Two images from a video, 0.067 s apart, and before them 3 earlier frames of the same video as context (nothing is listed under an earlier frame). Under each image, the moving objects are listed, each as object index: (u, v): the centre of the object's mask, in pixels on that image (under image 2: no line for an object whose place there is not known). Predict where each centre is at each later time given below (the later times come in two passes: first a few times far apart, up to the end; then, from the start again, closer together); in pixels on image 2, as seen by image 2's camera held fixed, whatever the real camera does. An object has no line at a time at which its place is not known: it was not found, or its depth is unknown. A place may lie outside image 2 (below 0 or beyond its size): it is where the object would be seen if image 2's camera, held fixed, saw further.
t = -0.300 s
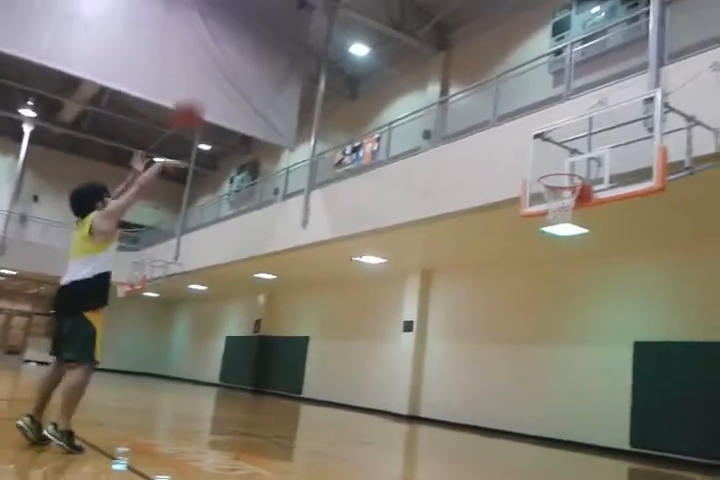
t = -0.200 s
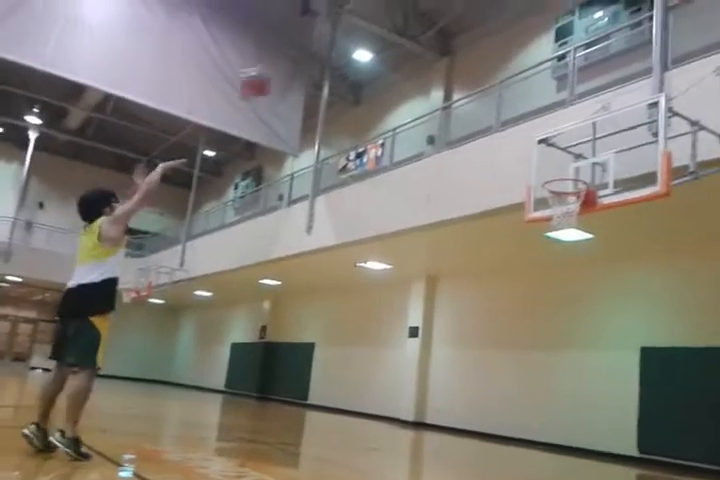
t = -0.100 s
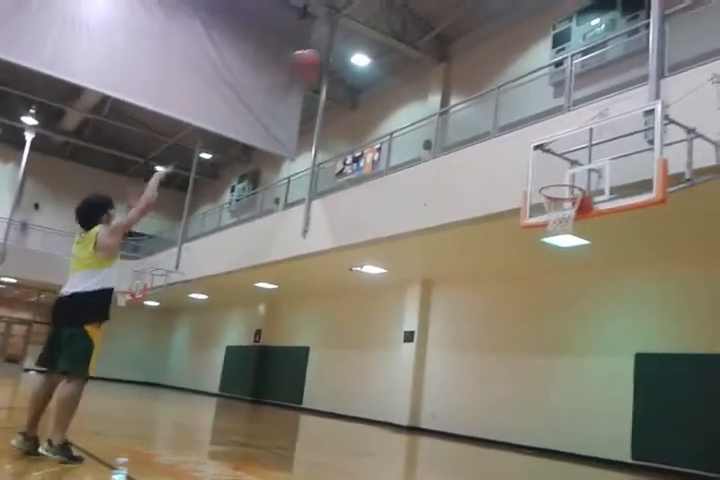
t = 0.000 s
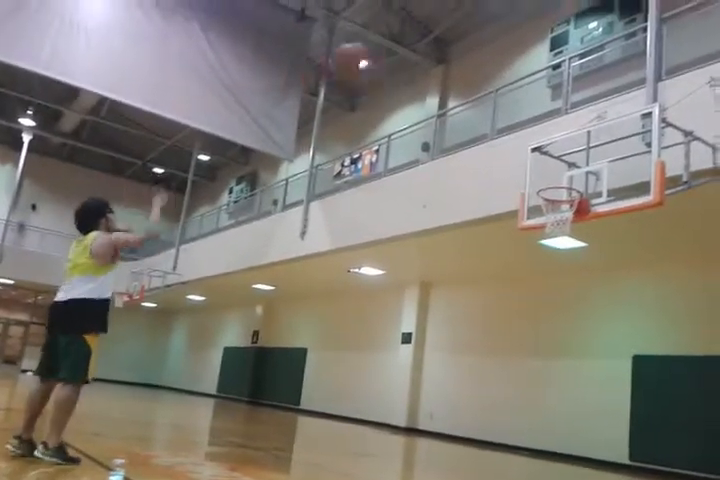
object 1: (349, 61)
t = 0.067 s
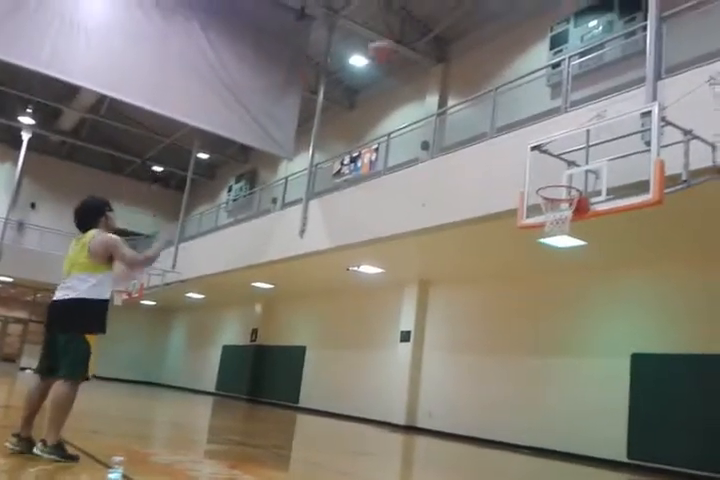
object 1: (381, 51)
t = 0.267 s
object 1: (455, 72)
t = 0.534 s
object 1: (536, 148)
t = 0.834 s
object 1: (551, 262)
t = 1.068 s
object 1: (524, 385)
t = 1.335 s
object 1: (492, 394)
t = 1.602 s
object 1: (458, 300)
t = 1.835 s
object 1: (423, 273)
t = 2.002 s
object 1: (395, 283)
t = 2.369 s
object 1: (317, 413)
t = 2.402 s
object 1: (308, 433)
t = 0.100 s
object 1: (396, 54)
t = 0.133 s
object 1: (406, 54)
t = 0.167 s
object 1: (419, 57)
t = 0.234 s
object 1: (445, 69)
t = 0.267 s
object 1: (455, 72)
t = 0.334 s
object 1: (478, 88)
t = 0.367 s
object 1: (488, 96)
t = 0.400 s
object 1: (498, 105)
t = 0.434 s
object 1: (508, 115)
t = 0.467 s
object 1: (517, 125)
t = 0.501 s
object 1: (527, 136)
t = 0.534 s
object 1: (536, 148)
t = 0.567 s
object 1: (544, 160)
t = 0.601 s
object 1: (553, 174)
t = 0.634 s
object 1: (560, 188)
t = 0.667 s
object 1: (567, 202)
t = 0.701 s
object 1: (572, 211)
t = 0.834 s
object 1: (551, 262)
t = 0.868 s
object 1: (547, 275)
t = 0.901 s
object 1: (544, 290)
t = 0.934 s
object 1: (540, 307)
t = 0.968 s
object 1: (536, 324)
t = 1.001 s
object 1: (532, 343)
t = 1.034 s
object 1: (528, 362)
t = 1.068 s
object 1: (524, 385)
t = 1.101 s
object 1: (520, 406)
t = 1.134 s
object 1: (516, 429)
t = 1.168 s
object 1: (510, 456)
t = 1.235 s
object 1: (502, 448)
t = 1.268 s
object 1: (499, 428)
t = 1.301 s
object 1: (496, 410)
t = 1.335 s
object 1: (492, 394)
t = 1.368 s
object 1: (489, 378)
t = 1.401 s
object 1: (483, 364)
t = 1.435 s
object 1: (479, 350)
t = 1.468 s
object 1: (475, 338)
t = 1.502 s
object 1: (471, 327)
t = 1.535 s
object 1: (466, 317)
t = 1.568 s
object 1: (462, 308)
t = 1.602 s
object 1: (458, 300)
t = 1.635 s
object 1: (453, 294)
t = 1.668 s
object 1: (449, 288)
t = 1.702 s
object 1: (443, 283)
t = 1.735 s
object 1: (438, 278)
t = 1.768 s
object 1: (432, 275)
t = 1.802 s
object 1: (428, 273)
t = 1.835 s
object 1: (423, 273)
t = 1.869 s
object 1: (418, 273)
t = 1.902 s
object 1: (412, 275)
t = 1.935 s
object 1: (406, 276)
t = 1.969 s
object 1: (401, 279)
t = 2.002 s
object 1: (395, 283)
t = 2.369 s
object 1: (317, 413)
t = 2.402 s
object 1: (308, 433)
